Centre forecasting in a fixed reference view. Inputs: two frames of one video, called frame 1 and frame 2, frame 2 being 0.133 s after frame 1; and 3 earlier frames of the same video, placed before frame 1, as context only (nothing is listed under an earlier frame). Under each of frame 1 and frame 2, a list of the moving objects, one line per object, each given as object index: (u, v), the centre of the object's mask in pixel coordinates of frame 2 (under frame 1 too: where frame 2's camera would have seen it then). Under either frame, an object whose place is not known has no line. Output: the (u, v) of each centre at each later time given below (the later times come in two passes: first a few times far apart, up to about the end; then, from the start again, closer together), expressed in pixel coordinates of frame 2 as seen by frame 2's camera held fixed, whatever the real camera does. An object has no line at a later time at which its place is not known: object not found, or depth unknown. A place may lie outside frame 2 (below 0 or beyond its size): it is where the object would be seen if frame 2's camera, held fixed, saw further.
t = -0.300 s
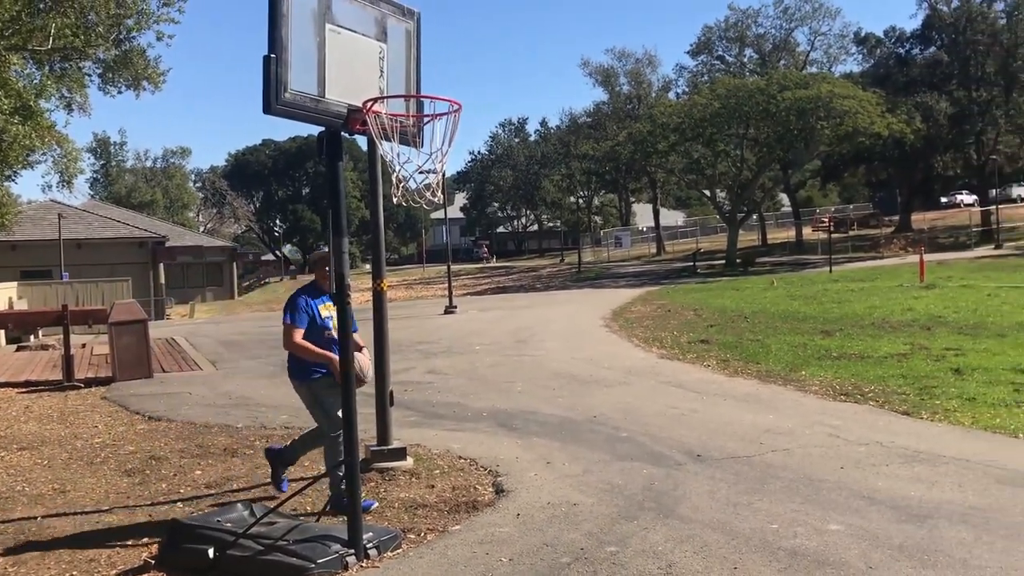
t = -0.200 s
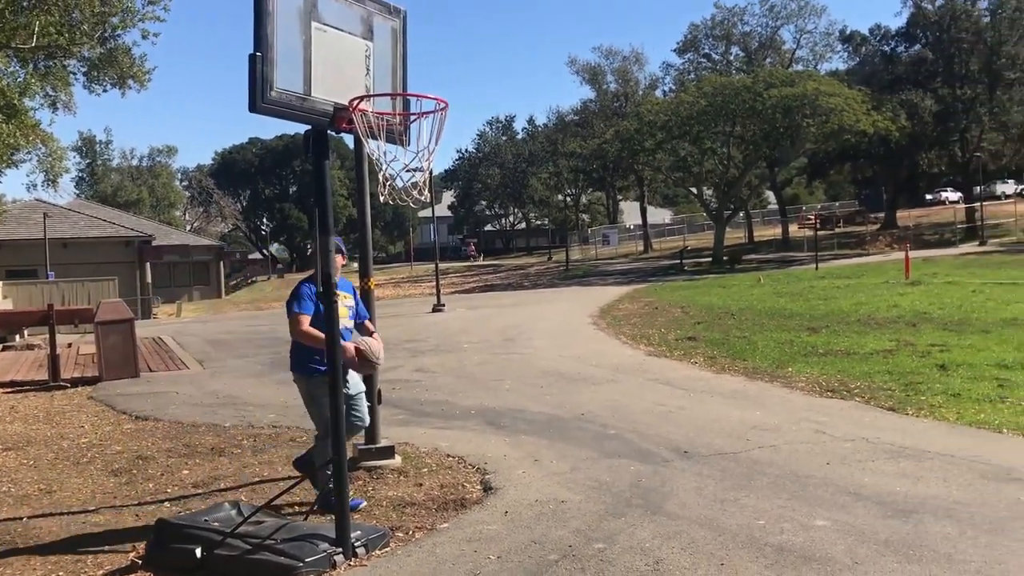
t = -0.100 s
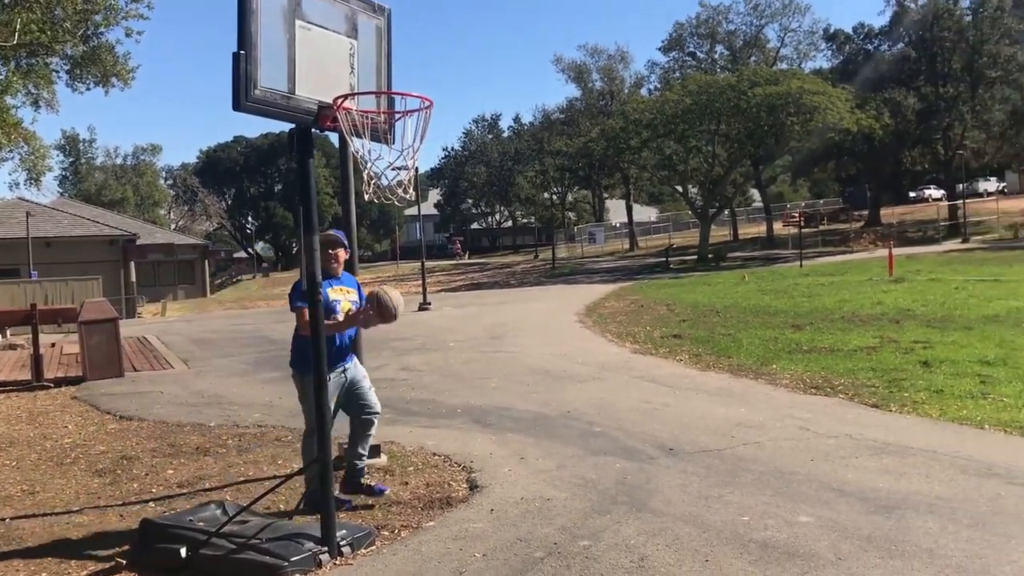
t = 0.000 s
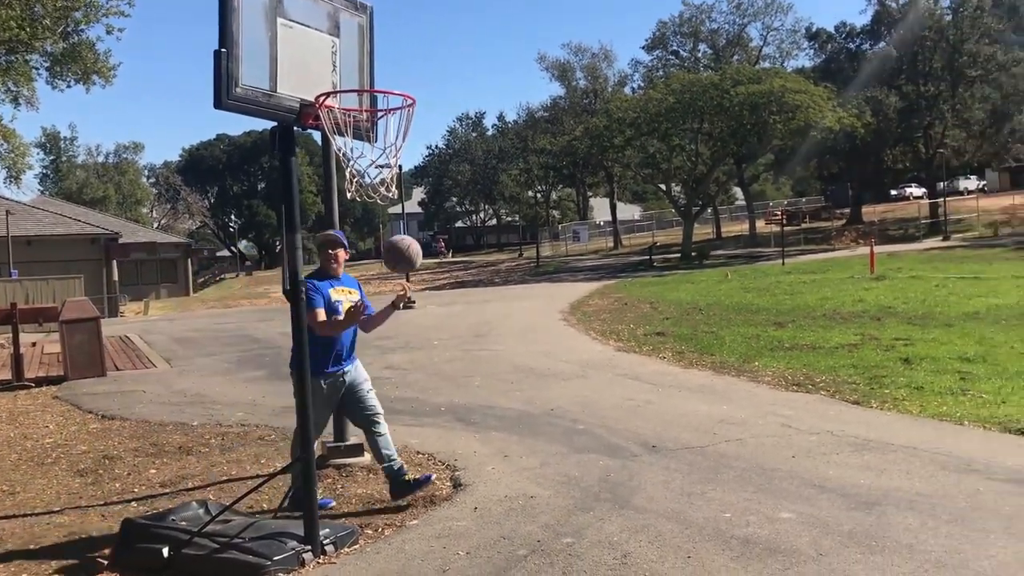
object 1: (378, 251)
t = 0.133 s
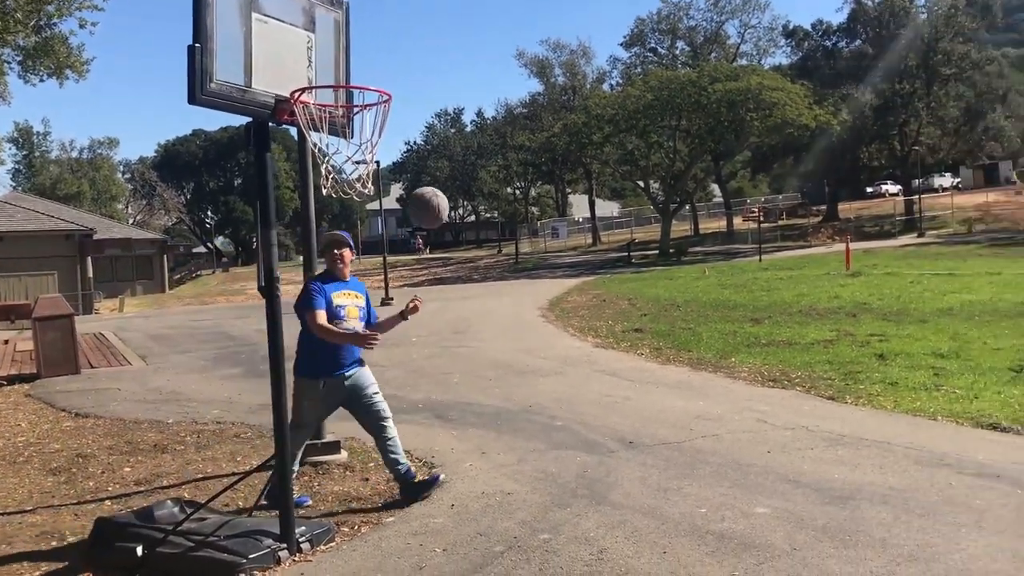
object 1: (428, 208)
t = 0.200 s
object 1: (454, 197)
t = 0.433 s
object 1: (549, 216)
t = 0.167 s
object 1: (441, 202)
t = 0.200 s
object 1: (454, 197)
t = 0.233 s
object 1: (467, 193)
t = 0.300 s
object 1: (493, 192)
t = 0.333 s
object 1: (508, 195)
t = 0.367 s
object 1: (520, 201)
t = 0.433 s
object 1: (549, 216)
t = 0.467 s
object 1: (566, 227)
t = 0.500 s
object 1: (582, 239)
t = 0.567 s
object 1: (613, 272)
